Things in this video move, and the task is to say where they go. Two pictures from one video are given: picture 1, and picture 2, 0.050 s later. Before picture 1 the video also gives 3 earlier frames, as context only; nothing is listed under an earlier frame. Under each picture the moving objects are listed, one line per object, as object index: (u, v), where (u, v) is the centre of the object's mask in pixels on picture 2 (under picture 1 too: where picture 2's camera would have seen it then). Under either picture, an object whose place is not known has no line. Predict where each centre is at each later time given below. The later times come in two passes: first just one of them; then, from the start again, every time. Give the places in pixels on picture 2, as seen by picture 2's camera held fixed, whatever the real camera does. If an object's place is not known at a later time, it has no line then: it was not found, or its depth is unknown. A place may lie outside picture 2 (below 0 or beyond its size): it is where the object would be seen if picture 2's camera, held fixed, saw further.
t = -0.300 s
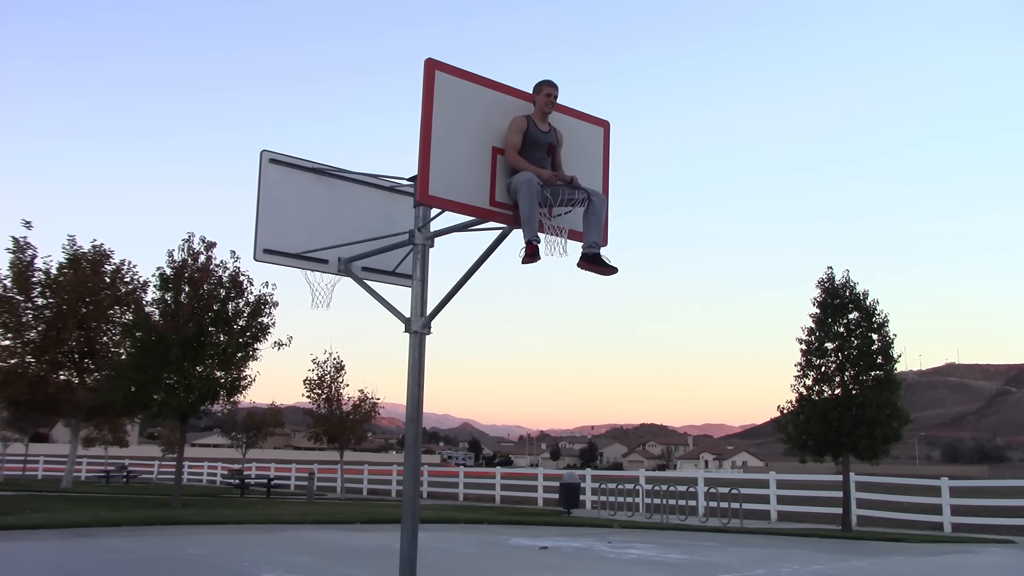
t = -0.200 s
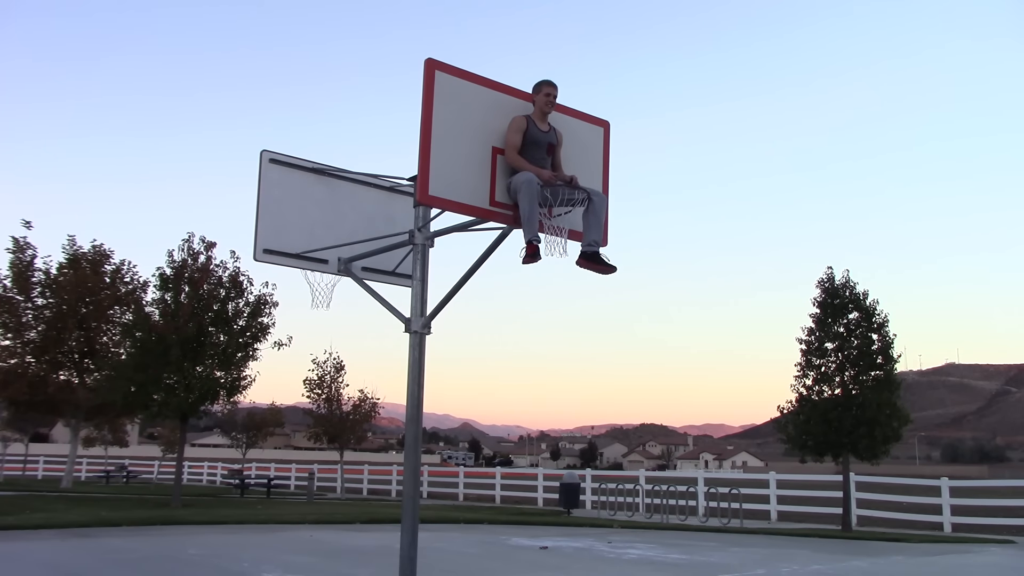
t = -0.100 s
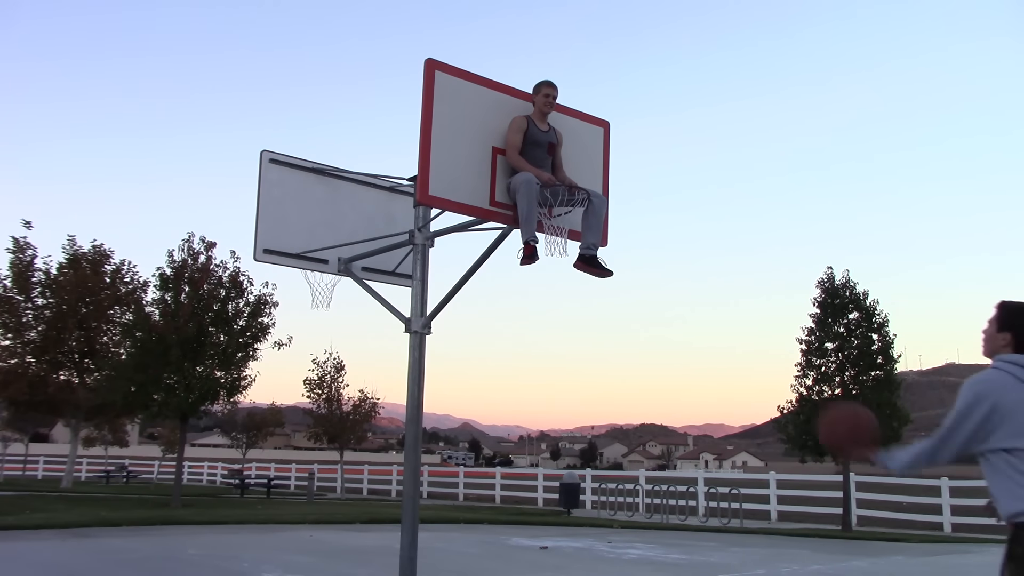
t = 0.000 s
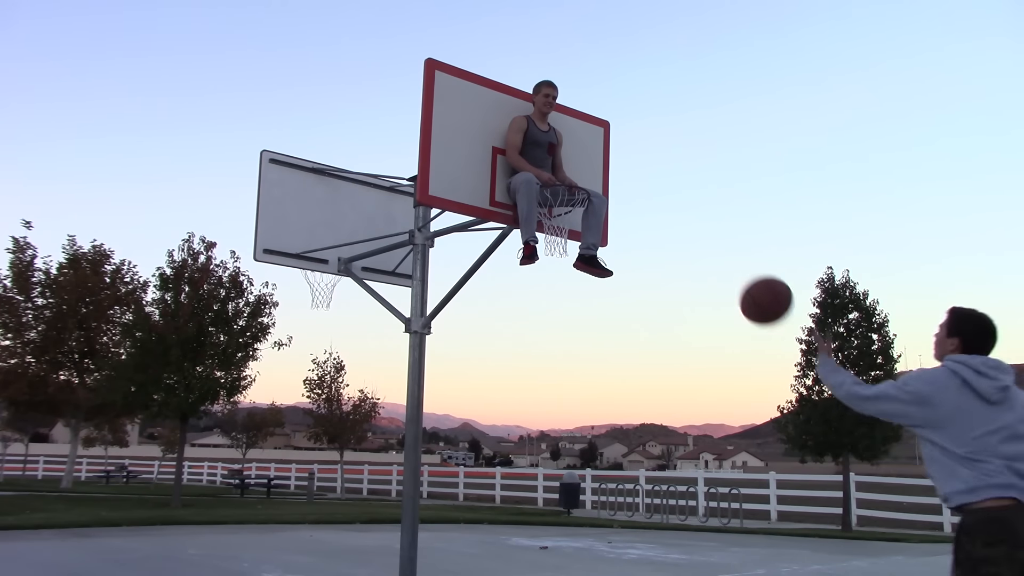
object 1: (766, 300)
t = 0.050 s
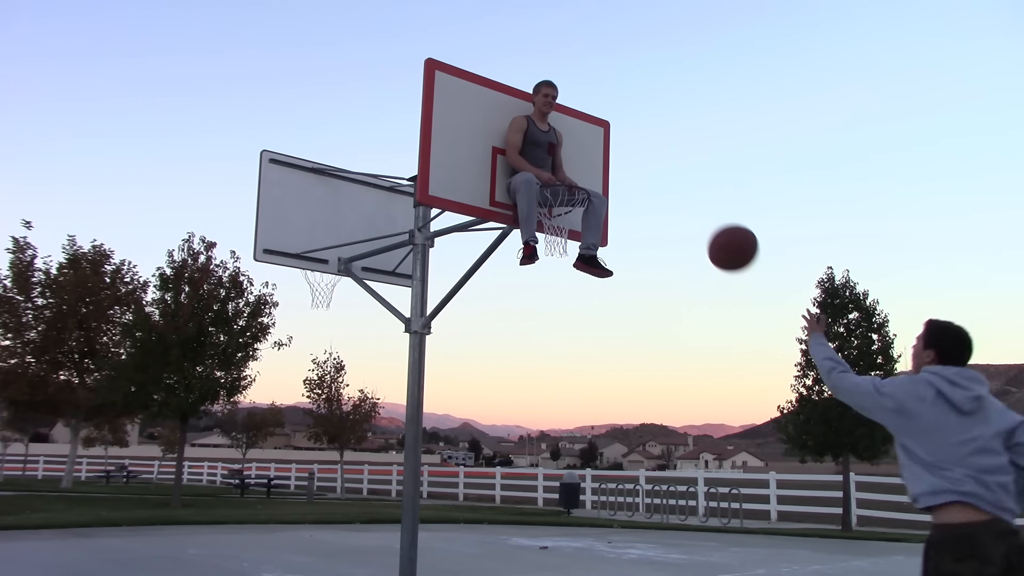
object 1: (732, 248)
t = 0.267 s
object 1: (617, 108)
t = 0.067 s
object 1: (722, 232)
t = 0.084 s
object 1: (712, 217)
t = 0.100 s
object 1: (702, 204)
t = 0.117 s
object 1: (692, 190)
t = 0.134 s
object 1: (683, 178)
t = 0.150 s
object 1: (674, 167)
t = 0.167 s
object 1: (665, 157)
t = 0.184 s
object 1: (657, 147)
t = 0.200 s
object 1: (648, 138)
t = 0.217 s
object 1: (640, 129)
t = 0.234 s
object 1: (632, 122)
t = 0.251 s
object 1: (624, 114)
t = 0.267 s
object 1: (617, 108)
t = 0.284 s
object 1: (609, 102)
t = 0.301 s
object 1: (601, 96)
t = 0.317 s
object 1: (594, 92)
